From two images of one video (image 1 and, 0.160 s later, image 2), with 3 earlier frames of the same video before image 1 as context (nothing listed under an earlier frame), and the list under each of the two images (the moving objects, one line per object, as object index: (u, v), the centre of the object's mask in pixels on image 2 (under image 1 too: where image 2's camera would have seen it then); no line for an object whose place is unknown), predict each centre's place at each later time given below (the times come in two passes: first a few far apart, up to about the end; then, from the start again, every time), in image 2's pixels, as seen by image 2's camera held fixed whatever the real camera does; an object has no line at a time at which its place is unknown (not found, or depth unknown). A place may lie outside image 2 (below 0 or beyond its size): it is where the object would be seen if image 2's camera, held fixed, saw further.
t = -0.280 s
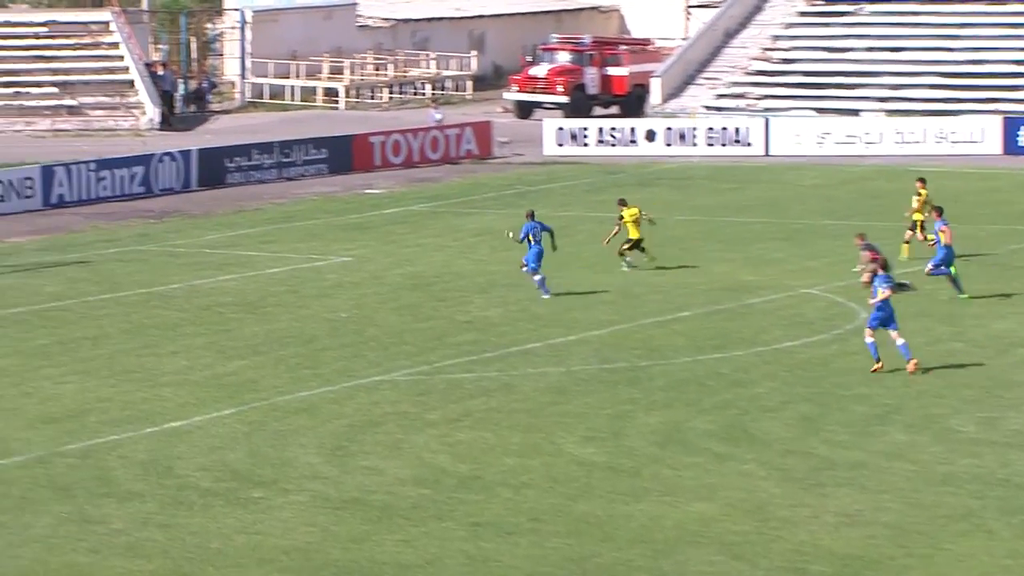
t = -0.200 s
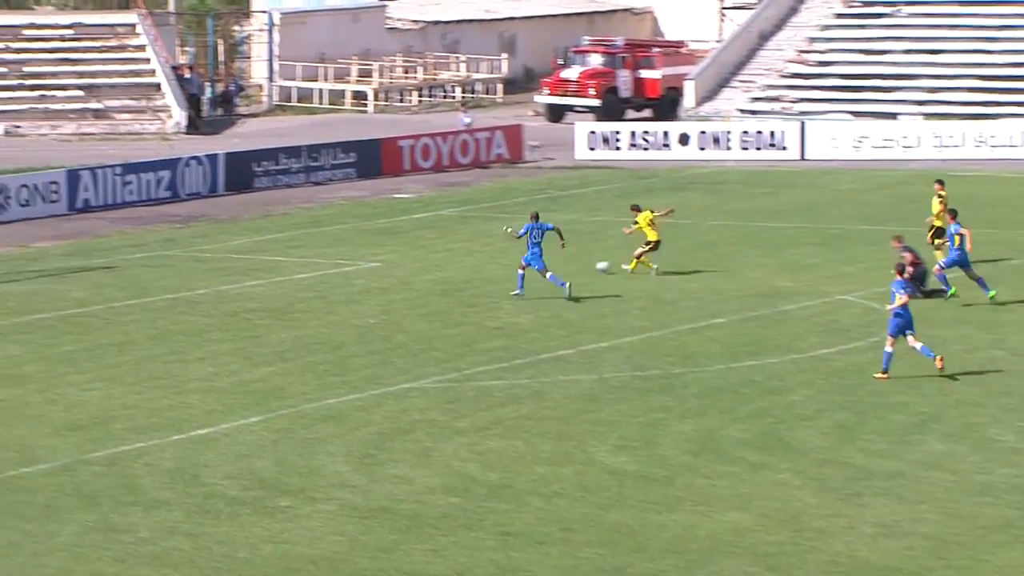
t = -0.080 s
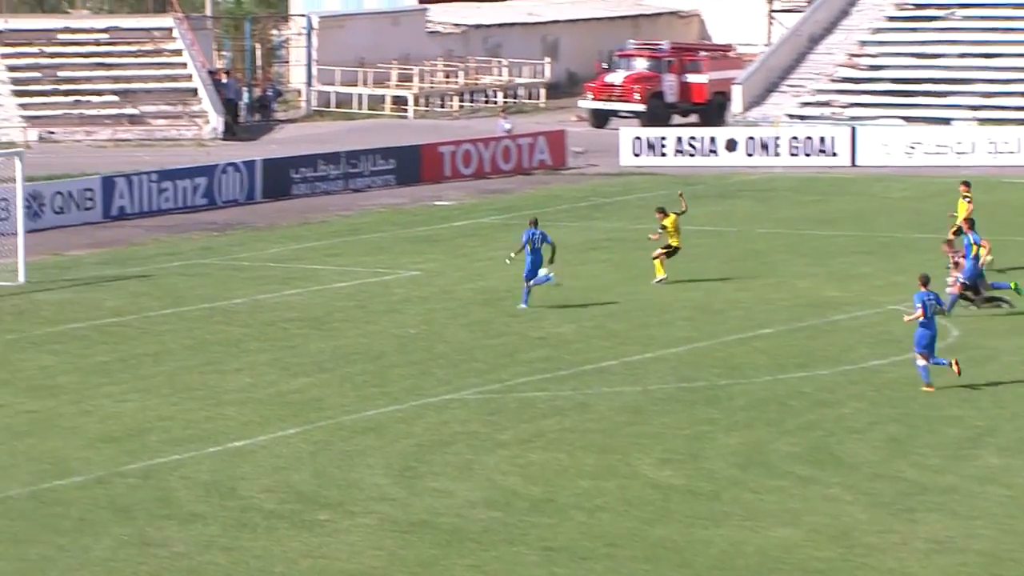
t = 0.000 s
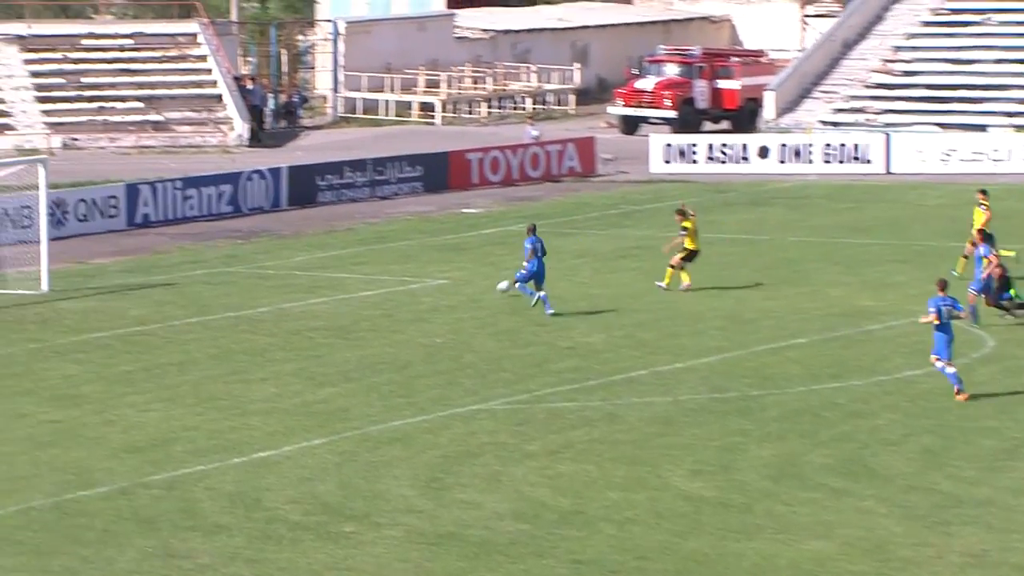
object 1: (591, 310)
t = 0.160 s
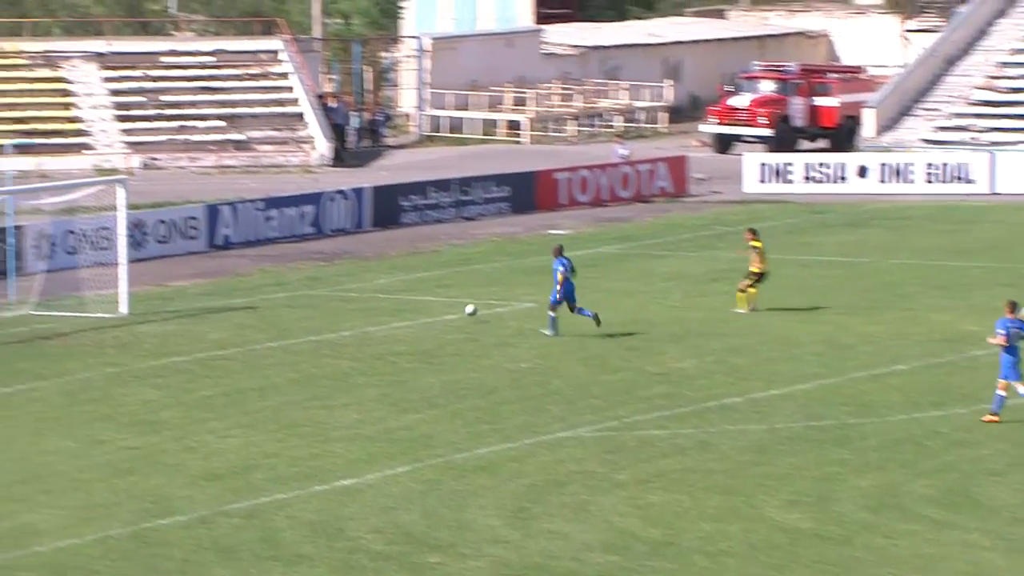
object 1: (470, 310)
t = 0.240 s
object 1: (416, 308)
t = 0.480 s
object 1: (256, 318)
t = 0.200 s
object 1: (443, 308)
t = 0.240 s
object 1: (416, 308)
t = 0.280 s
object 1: (389, 308)
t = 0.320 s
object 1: (362, 311)
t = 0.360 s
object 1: (336, 314)
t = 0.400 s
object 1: (310, 320)
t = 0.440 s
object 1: (283, 319)
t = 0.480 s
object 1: (256, 318)
